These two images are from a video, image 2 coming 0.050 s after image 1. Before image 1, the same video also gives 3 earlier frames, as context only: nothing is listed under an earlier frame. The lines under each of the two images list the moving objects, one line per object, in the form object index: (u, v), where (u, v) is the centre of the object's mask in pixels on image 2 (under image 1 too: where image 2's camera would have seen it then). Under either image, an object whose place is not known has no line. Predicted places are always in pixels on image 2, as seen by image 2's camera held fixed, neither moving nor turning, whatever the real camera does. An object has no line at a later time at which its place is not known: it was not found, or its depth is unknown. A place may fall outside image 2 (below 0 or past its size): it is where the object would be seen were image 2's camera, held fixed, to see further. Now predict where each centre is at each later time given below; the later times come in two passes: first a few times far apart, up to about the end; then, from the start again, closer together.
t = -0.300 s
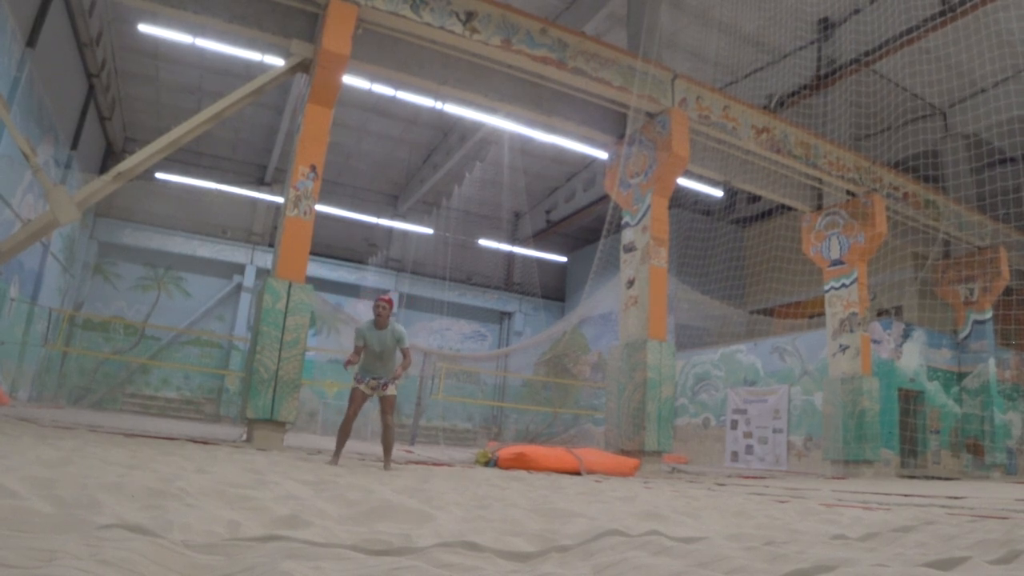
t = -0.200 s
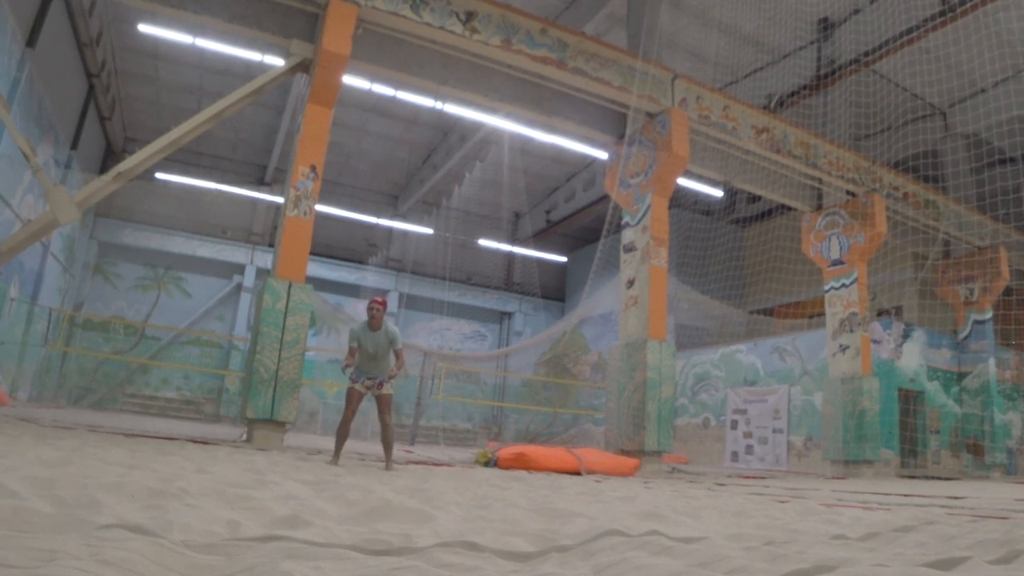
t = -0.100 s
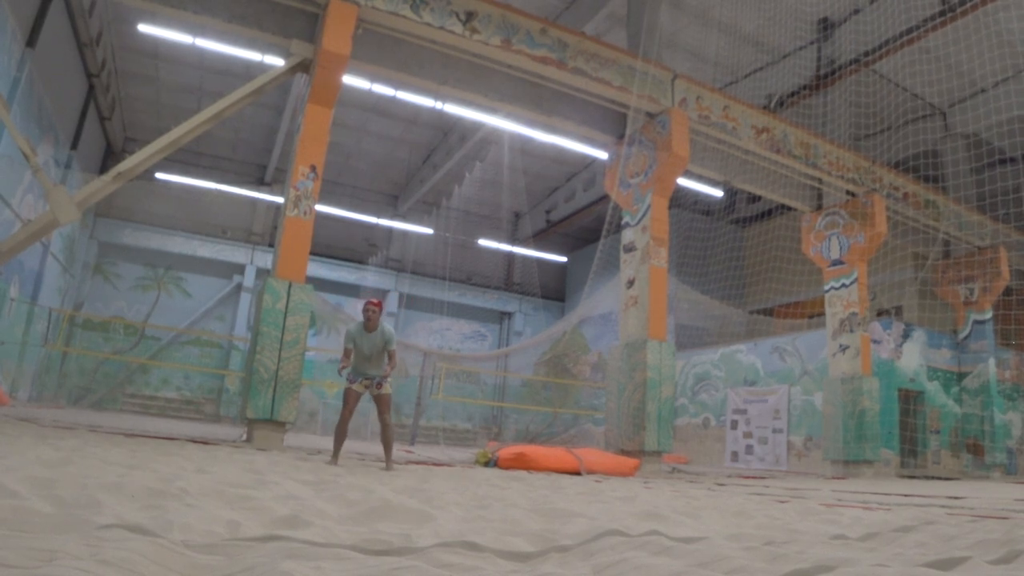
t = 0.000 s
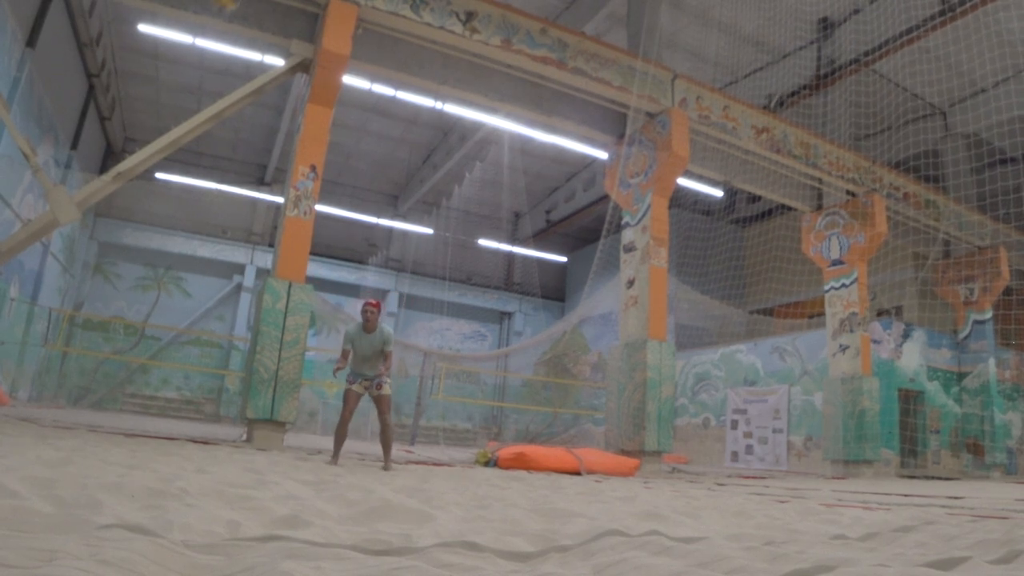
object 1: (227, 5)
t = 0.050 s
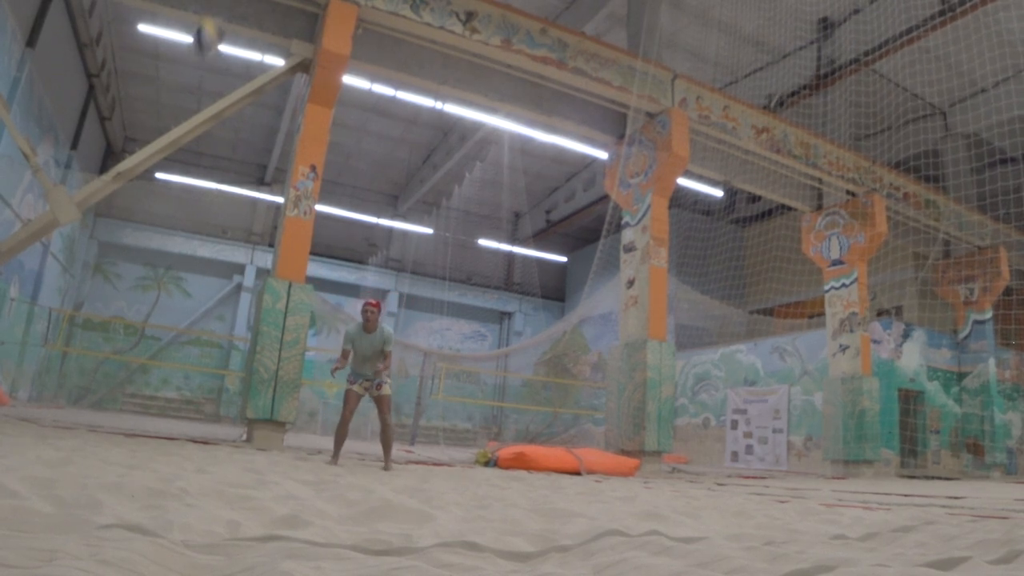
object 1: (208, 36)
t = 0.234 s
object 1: (127, 264)
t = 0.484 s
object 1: (105, 305)
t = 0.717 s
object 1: (140, 165)
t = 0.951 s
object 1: (154, 127)
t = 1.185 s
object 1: (140, 209)
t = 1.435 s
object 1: (98, 450)
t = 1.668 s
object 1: (103, 409)
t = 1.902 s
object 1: (74, 474)
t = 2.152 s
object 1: (33, 473)
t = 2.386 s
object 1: (20, 471)
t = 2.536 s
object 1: (15, 476)
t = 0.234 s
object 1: (127, 264)
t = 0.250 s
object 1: (120, 290)
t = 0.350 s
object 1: (82, 425)
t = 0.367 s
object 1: (84, 408)
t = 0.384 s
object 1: (87, 392)
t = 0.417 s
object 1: (94, 360)
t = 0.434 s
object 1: (97, 346)
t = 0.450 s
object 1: (99, 332)
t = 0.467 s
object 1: (102, 317)
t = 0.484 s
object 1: (105, 305)
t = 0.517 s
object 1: (111, 279)
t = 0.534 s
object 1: (113, 266)
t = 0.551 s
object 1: (116, 256)
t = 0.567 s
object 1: (118, 243)
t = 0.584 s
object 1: (121, 232)
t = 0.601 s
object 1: (123, 222)
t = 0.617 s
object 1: (126, 212)
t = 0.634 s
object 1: (128, 204)
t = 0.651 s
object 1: (130, 195)
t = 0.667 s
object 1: (133, 187)
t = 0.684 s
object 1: (135, 179)
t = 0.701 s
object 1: (137, 172)
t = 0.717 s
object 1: (140, 165)
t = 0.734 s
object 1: (141, 159)
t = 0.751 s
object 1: (143, 153)
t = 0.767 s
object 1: (145, 149)
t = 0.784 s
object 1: (146, 144)
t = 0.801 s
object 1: (147, 140)
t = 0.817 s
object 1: (148, 136)
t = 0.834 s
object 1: (150, 134)
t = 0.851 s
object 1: (151, 131)
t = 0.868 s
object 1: (151, 129)
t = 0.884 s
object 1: (152, 127)
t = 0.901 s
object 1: (153, 127)
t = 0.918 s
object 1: (153, 126)
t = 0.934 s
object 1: (154, 127)
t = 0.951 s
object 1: (154, 127)
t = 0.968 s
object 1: (154, 129)
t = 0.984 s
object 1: (154, 131)
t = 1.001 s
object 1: (154, 133)
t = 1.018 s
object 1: (154, 136)
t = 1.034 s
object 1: (153, 141)
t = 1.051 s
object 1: (152, 145)
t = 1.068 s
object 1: (151, 150)
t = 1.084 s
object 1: (150, 156)
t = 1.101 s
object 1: (149, 163)
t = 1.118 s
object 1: (148, 170)
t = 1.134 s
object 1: (146, 178)
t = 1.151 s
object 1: (145, 188)
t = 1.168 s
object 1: (141, 199)
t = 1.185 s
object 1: (140, 209)
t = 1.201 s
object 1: (138, 222)
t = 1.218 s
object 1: (135, 235)
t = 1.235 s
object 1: (134, 250)
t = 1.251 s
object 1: (129, 263)
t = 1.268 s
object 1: (125, 279)
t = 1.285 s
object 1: (122, 297)
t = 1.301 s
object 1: (120, 314)
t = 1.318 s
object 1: (117, 336)
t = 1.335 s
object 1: (113, 359)
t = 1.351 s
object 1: (109, 385)
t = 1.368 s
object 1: (105, 408)
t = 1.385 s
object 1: (101, 434)
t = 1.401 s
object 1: (96, 461)
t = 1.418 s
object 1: (97, 460)
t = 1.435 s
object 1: (98, 450)
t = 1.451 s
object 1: (99, 442)
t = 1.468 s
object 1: (101, 434)
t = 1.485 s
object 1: (101, 428)
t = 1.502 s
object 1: (103, 422)
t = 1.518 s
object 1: (104, 416)
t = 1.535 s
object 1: (105, 412)
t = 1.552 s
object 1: (105, 409)
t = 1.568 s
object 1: (105, 406)
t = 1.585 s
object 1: (105, 405)
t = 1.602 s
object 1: (105, 404)
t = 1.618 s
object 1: (104, 404)
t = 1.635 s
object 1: (104, 404)
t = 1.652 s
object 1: (103, 406)
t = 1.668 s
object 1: (103, 409)
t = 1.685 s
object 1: (102, 413)
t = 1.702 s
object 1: (101, 418)
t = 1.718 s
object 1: (99, 424)
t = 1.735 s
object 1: (99, 431)
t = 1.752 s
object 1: (96, 439)
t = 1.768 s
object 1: (94, 448)
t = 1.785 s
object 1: (92, 458)
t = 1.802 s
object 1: (90, 470)
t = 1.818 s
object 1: (88, 472)
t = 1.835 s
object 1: (85, 472)
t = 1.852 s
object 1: (83, 473)
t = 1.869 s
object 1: (80, 473)
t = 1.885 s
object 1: (77, 473)
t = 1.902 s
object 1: (74, 474)
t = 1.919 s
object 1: (72, 474)
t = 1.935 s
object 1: (68, 475)
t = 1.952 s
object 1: (65, 476)
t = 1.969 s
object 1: (61, 477)
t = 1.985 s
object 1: (58, 478)
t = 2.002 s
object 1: (54, 478)
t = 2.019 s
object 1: (50, 478)
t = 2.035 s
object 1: (47, 478)
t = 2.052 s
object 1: (44, 477)
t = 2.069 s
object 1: (42, 476)
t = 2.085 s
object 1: (40, 476)
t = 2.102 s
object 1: (38, 475)
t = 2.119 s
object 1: (36, 474)
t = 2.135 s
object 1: (35, 473)
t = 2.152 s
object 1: (33, 473)
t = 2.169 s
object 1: (32, 472)
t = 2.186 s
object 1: (30, 472)
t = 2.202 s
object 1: (29, 471)
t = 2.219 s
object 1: (28, 471)
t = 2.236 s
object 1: (27, 471)
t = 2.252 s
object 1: (26, 471)
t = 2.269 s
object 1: (25, 471)
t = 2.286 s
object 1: (24, 471)
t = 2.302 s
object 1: (23, 471)
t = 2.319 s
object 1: (23, 470)
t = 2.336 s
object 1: (22, 471)
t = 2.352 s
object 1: (21, 471)
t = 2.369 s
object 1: (21, 471)
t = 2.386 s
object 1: (20, 471)
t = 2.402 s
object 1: (20, 471)
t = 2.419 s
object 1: (19, 472)
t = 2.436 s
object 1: (18, 472)
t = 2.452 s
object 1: (18, 472)
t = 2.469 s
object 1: (18, 473)
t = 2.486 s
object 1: (17, 473)
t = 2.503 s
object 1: (16, 474)
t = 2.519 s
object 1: (15, 475)
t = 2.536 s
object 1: (15, 476)
